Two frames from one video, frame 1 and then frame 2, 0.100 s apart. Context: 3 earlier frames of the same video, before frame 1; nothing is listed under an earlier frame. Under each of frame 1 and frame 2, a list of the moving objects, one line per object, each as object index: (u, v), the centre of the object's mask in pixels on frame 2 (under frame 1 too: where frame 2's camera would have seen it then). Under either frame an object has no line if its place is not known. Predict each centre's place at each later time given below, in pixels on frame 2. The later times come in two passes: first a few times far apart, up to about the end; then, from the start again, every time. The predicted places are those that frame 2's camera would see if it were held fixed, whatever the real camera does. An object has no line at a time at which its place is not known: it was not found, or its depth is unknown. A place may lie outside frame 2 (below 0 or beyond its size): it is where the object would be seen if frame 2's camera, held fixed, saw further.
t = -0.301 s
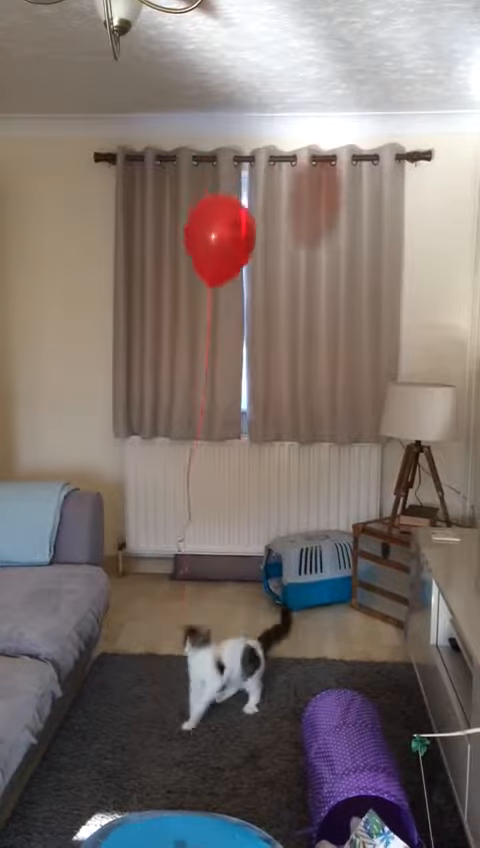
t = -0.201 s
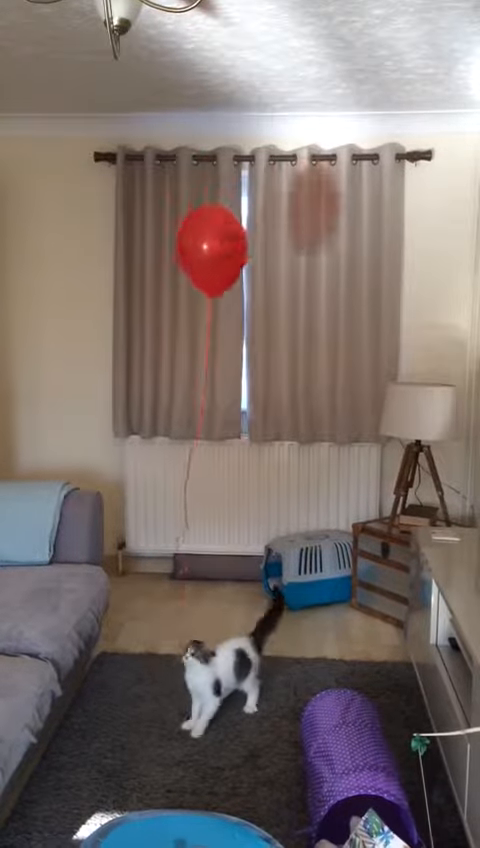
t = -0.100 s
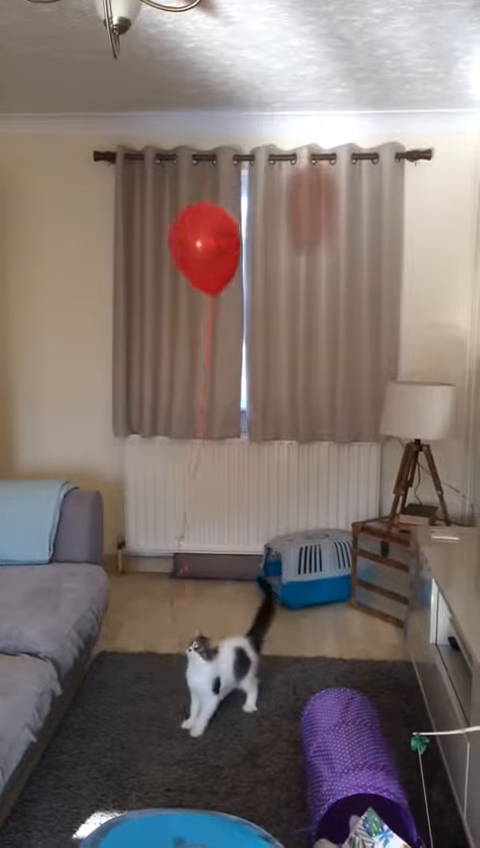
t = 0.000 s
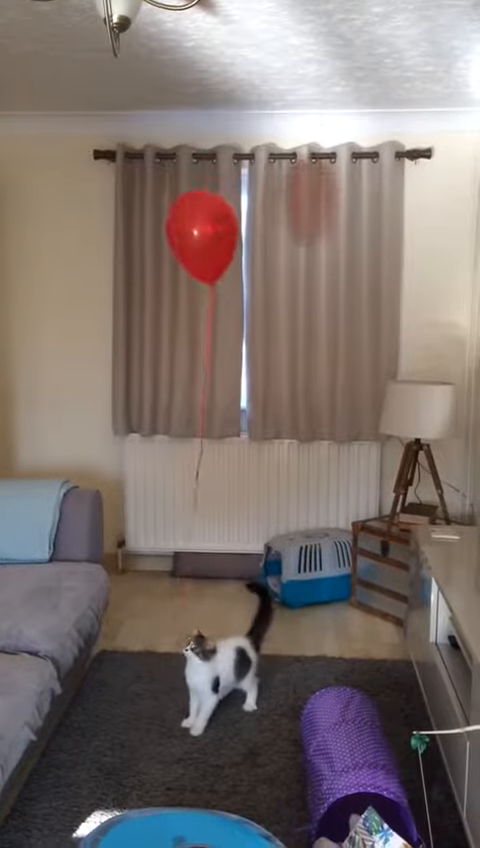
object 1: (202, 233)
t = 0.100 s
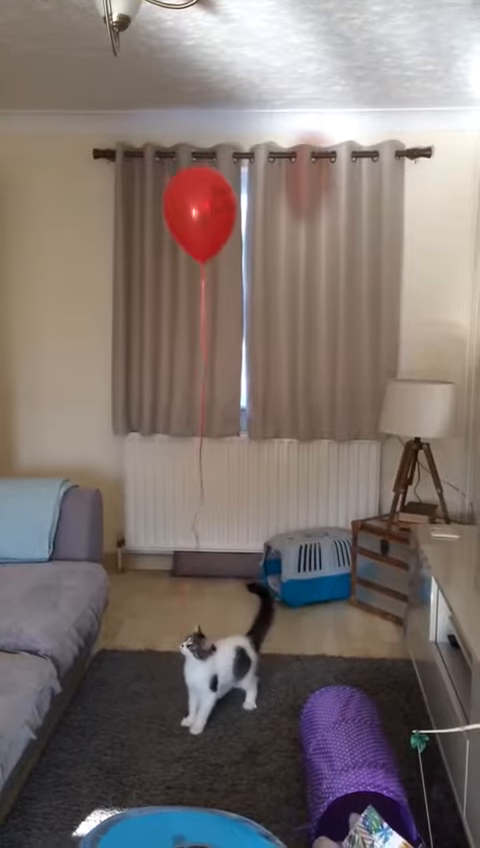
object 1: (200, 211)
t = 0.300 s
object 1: (198, 137)
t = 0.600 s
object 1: (189, 103)
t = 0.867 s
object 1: (163, 130)
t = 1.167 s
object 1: (138, 66)
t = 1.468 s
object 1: (143, 102)
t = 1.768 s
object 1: (152, 61)
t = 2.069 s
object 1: (140, 87)
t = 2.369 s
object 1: (138, 83)
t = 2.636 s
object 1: (140, 75)
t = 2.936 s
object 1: (141, 75)
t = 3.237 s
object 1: (140, 78)
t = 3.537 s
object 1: (140, 79)
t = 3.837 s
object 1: (139, 80)
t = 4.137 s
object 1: (136, 80)
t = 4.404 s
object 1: (132, 80)
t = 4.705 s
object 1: (130, 80)
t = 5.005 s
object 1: (129, 80)
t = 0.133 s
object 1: (199, 202)
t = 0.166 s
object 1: (199, 191)
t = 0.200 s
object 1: (198, 179)
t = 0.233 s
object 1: (198, 166)
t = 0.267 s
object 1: (198, 152)
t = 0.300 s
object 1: (198, 137)
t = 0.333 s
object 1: (198, 121)
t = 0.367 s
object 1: (199, 104)
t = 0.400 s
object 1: (200, 86)
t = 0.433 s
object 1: (200, 68)
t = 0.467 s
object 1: (201, 53)
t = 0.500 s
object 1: (199, 67)
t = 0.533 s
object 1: (196, 81)
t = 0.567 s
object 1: (192, 93)
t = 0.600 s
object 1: (189, 103)
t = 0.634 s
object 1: (185, 112)
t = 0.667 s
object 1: (182, 119)
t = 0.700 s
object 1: (179, 124)
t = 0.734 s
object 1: (175, 128)
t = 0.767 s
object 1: (172, 131)
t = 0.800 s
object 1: (169, 132)
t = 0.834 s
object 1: (166, 132)
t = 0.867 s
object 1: (163, 130)
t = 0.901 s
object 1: (160, 128)
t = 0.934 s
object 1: (157, 123)
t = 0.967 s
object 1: (154, 118)
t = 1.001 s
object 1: (151, 111)
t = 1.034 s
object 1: (148, 104)
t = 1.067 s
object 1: (145, 95)
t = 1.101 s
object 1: (141, 85)
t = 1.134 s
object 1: (139, 75)
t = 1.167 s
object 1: (138, 66)
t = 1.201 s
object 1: (137, 59)
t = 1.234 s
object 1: (135, 66)
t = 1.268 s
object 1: (137, 76)
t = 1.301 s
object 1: (138, 83)
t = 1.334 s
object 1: (139, 90)
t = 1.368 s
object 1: (140, 95)
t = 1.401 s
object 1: (141, 98)
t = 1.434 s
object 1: (142, 101)
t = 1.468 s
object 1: (143, 102)
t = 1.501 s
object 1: (144, 102)
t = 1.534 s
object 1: (144, 100)
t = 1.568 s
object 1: (145, 98)
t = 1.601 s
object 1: (146, 94)
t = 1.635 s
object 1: (147, 89)
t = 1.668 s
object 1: (148, 83)
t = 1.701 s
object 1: (149, 77)
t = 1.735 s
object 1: (151, 69)
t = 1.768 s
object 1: (152, 61)
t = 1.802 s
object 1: (151, 64)
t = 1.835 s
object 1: (149, 72)
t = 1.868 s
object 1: (148, 78)
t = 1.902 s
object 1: (147, 82)
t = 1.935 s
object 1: (144, 86)
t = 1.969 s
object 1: (142, 88)
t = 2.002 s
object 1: (142, 89)
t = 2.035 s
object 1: (140, 89)
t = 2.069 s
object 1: (140, 87)
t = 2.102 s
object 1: (140, 84)
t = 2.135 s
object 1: (140, 81)
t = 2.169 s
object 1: (140, 76)
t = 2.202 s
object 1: (139, 71)
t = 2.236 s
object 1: (139, 68)
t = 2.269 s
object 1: (138, 73)
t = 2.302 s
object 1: (138, 77)
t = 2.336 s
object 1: (138, 80)
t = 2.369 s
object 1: (138, 83)
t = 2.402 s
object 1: (138, 84)
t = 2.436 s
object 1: (139, 84)
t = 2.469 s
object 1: (139, 83)
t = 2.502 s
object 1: (139, 80)
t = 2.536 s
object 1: (139, 77)
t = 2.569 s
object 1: (140, 72)
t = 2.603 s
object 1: (140, 71)
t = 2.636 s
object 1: (140, 75)
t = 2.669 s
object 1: (140, 78)
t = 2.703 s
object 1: (140, 79)
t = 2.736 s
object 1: (140, 80)
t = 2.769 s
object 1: (140, 80)
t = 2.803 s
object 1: (140, 80)
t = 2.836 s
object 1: (140, 77)
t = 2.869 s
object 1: (141, 74)
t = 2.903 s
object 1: (140, 73)
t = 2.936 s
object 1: (141, 75)
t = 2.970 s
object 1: (140, 78)
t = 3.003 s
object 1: (140, 79)
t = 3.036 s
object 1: (140, 80)
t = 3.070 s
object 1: (140, 79)
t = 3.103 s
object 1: (140, 78)
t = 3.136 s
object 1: (141, 75)
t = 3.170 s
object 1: (141, 74)
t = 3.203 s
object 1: (140, 77)
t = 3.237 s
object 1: (140, 78)
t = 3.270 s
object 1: (140, 79)
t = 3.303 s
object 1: (140, 79)
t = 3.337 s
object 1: (141, 78)
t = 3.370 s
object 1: (141, 76)
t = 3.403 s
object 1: (141, 76)
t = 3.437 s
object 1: (141, 78)
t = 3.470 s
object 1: (140, 79)
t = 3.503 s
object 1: (140, 79)
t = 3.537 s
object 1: (140, 79)
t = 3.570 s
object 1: (140, 77)
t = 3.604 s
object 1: (140, 77)
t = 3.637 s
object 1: (140, 78)
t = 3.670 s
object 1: (140, 79)
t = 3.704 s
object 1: (140, 79)
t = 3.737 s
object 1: (139, 79)
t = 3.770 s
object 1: (139, 78)
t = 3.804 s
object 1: (139, 79)
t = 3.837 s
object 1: (139, 80)
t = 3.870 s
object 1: (138, 80)
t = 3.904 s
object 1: (138, 79)
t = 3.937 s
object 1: (138, 79)
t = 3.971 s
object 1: (137, 80)
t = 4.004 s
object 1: (137, 80)
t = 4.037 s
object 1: (137, 79)
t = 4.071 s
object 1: (136, 80)
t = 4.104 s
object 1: (136, 80)
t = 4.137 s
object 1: (136, 80)
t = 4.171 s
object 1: (135, 80)
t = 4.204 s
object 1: (135, 80)
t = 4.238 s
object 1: (135, 80)
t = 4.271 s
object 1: (134, 80)
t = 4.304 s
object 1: (134, 80)
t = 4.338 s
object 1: (134, 80)
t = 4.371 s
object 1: (133, 80)
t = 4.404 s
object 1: (132, 80)
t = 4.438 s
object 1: (132, 80)
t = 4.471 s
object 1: (132, 80)
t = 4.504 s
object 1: (131, 80)
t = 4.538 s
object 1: (131, 80)
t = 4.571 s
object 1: (131, 80)
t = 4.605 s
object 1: (130, 80)
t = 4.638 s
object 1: (130, 80)
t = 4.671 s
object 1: (130, 80)
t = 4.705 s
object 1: (130, 80)
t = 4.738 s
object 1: (130, 80)
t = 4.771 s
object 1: (130, 80)
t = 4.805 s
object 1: (130, 80)
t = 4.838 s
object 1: (129, 80)
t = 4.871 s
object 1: (129, 80)
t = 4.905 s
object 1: (129, 81)
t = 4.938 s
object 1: (129, 80)
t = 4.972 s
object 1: (129, 80)
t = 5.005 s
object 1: (129, 80)
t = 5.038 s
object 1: (129, 80)
